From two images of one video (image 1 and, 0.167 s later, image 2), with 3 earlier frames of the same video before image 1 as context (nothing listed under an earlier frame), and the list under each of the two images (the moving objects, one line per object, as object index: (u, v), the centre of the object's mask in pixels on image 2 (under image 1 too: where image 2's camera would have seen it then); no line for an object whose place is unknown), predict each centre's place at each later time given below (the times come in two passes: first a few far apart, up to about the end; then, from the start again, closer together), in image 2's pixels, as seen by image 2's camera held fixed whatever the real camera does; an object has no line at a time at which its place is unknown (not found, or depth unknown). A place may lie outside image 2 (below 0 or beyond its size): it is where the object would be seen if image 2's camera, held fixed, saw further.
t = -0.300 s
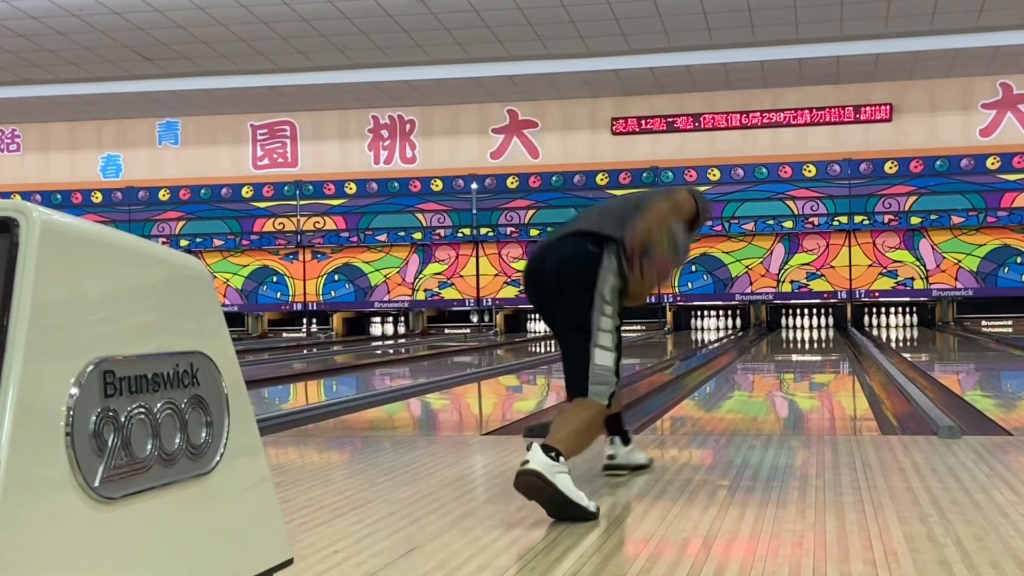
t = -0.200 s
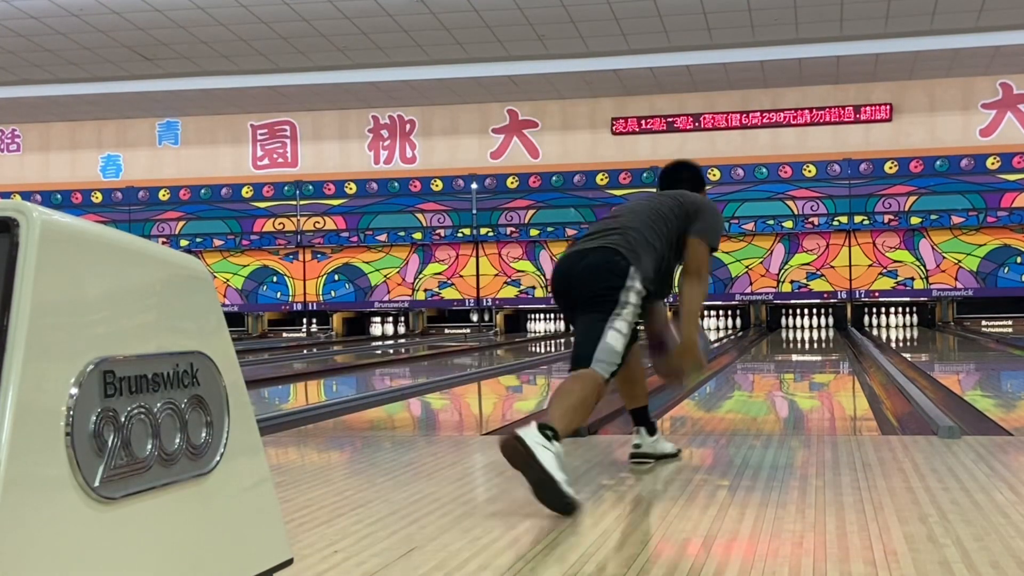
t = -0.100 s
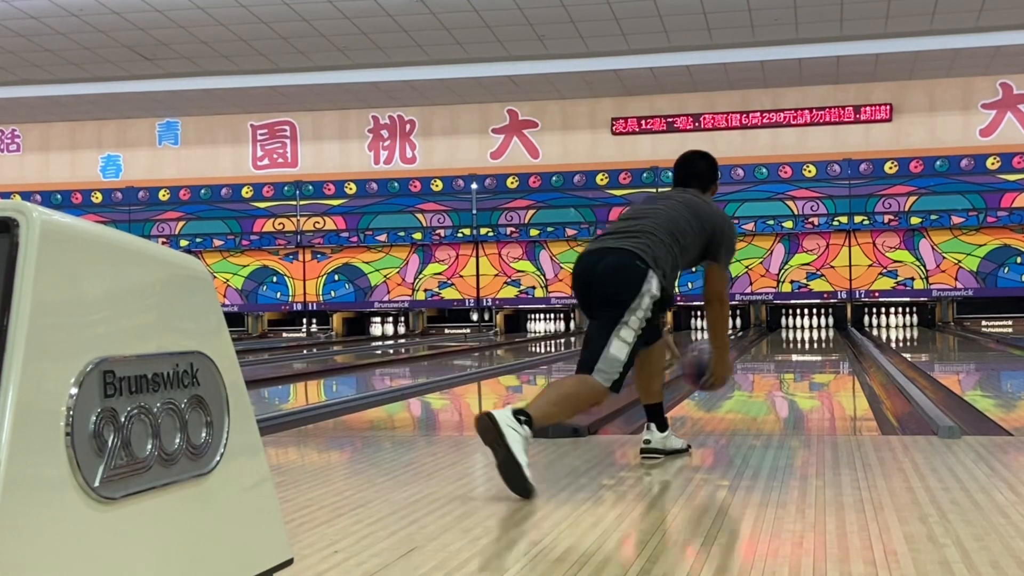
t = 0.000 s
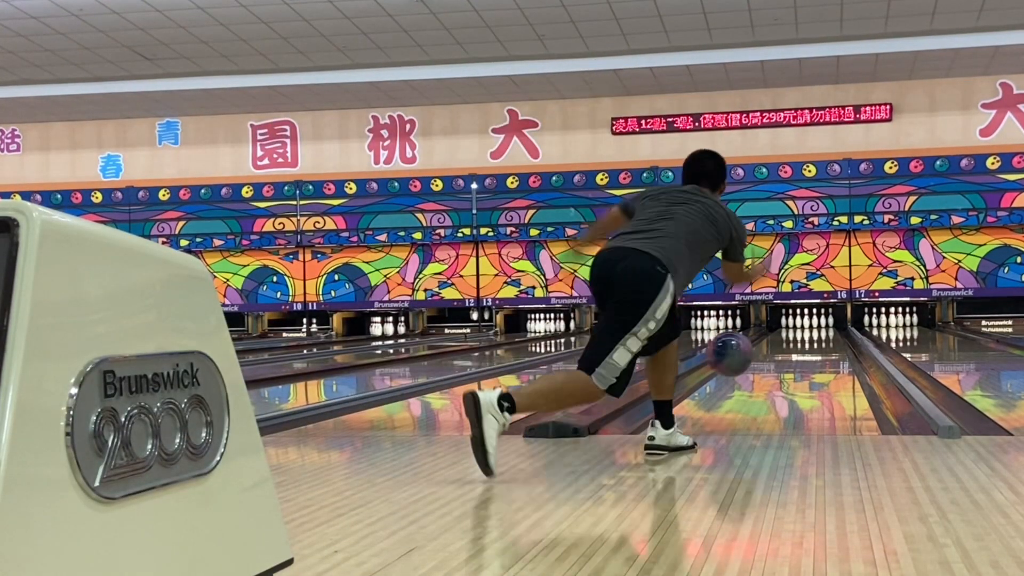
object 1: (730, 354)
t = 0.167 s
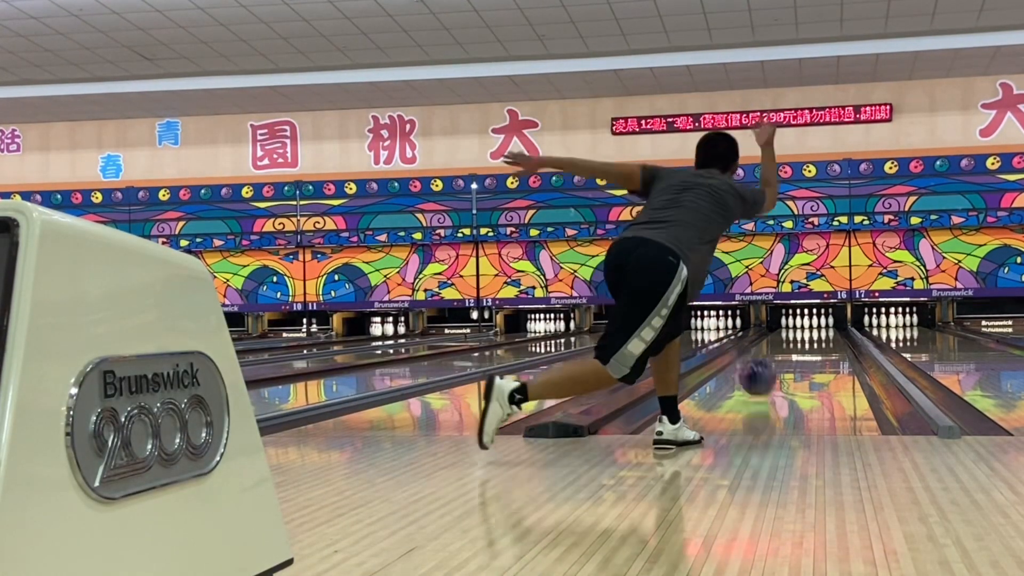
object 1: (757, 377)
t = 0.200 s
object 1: (762, 381)
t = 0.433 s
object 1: (784, 365)
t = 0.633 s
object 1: (798, 356)
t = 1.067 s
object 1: (815, 342)
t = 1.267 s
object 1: (819, 337)
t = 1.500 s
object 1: (825, 333)
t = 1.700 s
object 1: (826, 330)
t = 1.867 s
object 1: (826, 328)
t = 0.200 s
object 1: (762, 381)
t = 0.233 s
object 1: (766, 376)
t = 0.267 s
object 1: (769, 375)
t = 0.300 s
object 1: (772, 374)
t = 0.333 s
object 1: (776, 371)
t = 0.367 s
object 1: (779, 370)
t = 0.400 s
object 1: (782, 366)
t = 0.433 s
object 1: (784, 365)
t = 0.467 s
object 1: (787, 364)
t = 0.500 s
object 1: (789, 362)
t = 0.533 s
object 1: (792, 361)
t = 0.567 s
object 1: (794, 359)
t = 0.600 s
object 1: (796, 357)
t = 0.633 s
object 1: (798, 356)
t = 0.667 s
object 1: (799, 354)
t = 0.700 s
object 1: (801, 353)
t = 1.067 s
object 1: (815, 342)
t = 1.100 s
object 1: (816, 341)
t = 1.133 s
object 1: (817, 340)
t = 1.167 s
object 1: (818, 339)
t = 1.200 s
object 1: (819, 338)
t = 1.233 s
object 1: (819, 338)
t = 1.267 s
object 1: (819, 337)
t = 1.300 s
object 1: (820, 337)
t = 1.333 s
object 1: (821, 336)
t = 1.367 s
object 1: (822, 336)
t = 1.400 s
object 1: (823, 335)
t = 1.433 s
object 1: (823, 334)
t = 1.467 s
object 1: (824, 334)
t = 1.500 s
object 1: (825, 333)
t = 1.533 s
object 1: (825, 333)
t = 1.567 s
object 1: (825, 333)
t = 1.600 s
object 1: (826, 332)
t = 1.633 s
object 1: (826, 332)
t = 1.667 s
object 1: (826, 331)
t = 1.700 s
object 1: (826, 330)
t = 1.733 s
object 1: (826, 330)
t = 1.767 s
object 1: (827, 329)
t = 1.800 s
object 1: (827, 329)
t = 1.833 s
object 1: (826, 328)
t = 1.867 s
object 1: (826, 328)
